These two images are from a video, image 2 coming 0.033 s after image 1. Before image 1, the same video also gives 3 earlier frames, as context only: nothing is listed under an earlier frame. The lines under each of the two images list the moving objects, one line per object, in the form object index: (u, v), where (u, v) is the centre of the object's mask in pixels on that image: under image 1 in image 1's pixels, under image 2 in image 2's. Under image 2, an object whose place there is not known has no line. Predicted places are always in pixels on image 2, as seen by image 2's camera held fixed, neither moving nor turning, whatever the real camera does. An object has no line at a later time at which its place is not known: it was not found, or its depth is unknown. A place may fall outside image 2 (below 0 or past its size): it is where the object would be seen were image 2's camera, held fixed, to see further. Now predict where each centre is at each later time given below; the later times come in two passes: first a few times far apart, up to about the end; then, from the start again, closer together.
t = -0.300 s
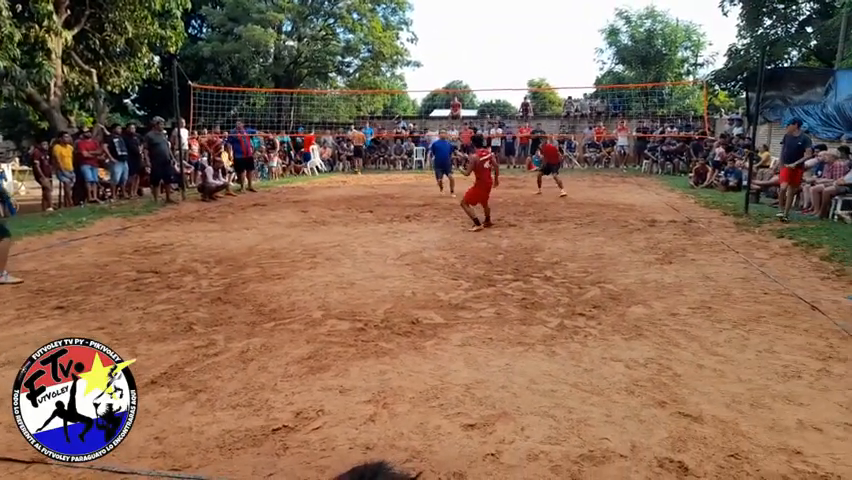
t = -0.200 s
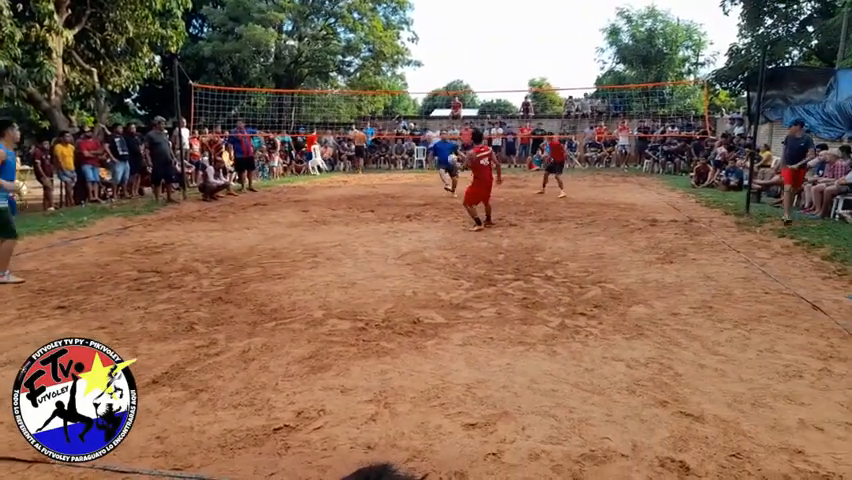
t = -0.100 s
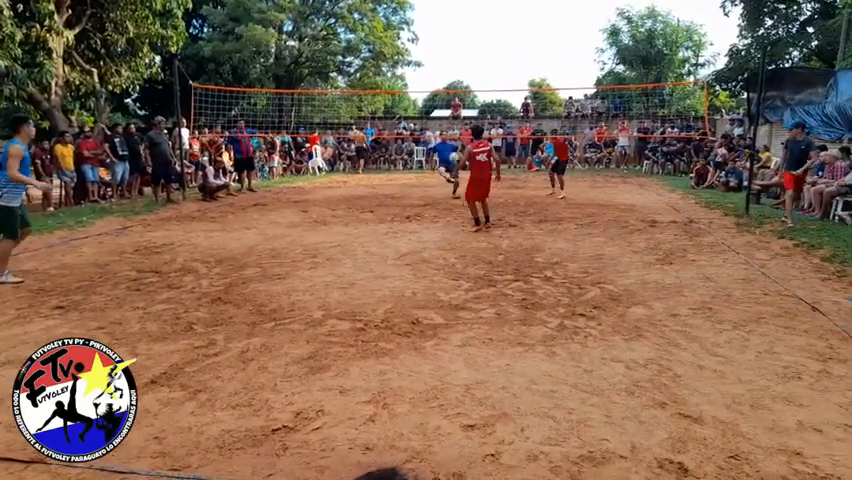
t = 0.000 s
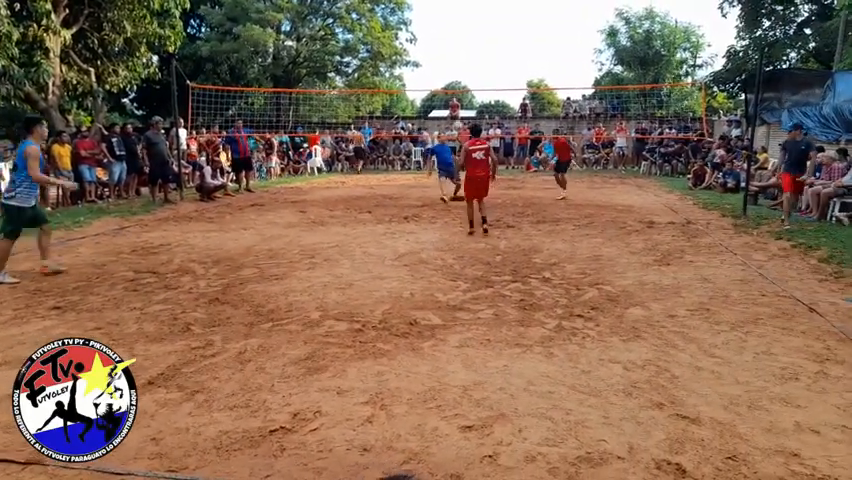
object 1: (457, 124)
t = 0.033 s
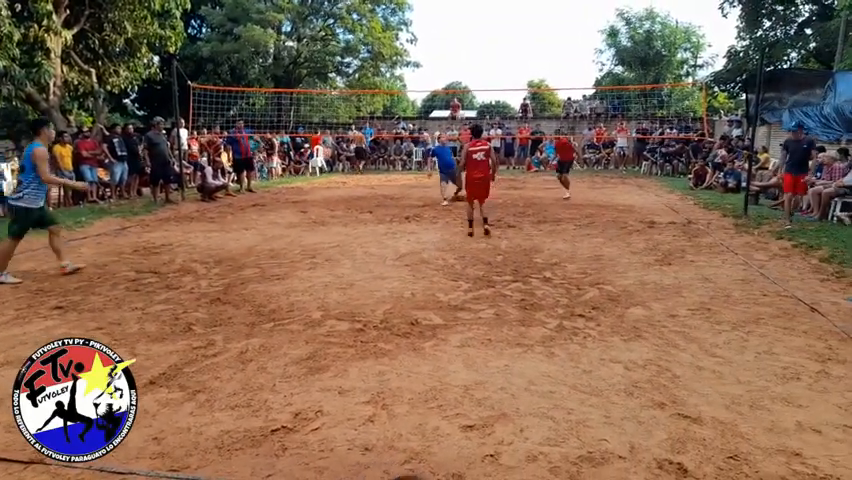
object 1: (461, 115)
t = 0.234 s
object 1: (473, 68)
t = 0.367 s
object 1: (481, 45)
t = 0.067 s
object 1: (463, 106)
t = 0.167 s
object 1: (468, 82)
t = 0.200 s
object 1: (471, 75)
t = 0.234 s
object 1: (473, 68)
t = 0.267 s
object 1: (475, 61)
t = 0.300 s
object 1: (477, 55)
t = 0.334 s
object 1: (479, 49)
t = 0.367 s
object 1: (481, 45)
